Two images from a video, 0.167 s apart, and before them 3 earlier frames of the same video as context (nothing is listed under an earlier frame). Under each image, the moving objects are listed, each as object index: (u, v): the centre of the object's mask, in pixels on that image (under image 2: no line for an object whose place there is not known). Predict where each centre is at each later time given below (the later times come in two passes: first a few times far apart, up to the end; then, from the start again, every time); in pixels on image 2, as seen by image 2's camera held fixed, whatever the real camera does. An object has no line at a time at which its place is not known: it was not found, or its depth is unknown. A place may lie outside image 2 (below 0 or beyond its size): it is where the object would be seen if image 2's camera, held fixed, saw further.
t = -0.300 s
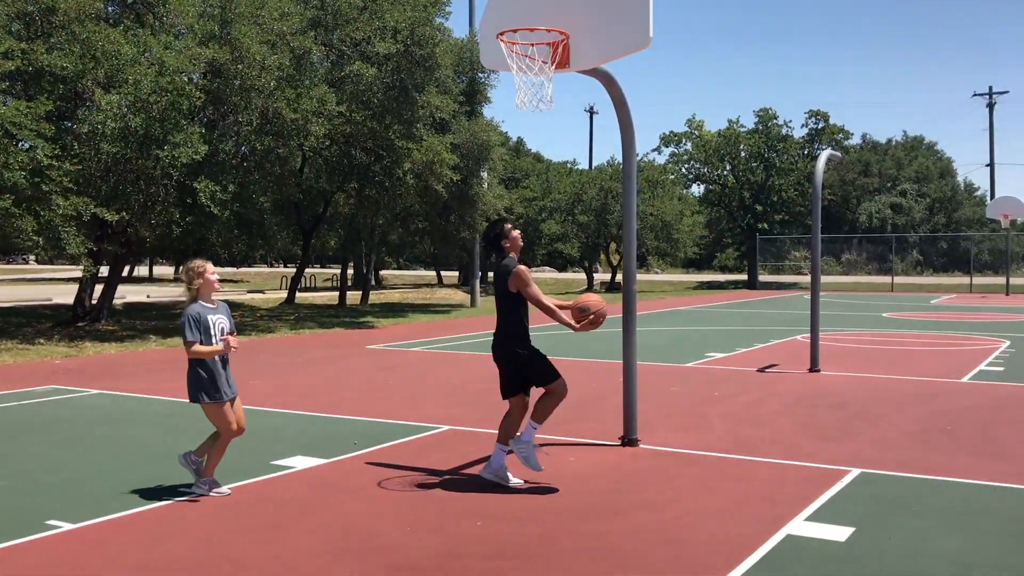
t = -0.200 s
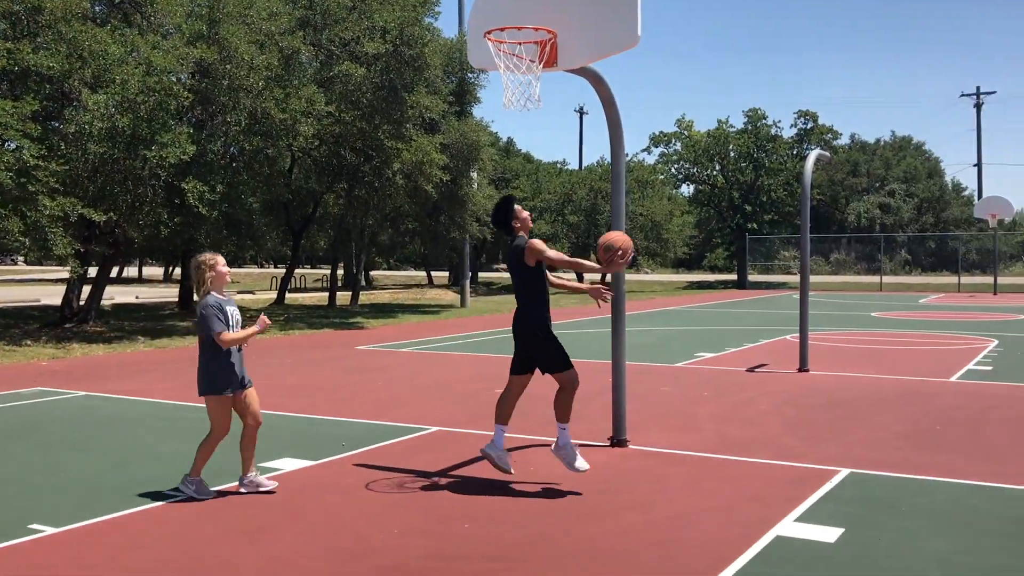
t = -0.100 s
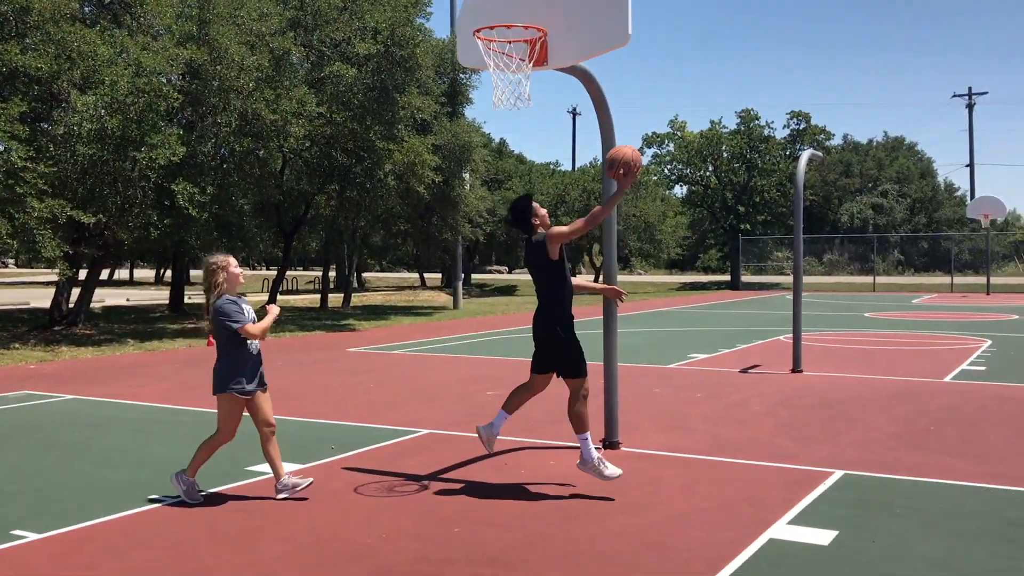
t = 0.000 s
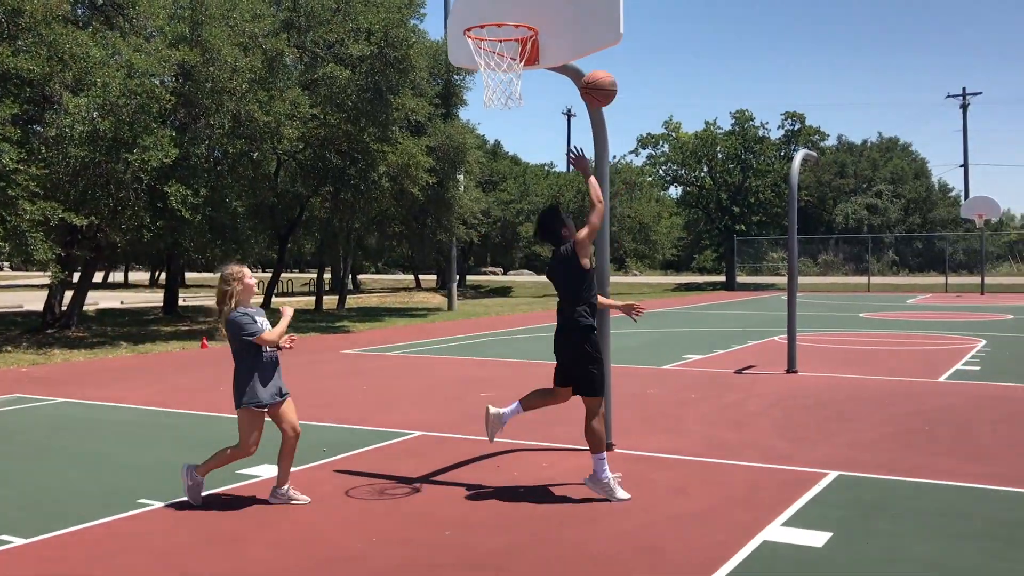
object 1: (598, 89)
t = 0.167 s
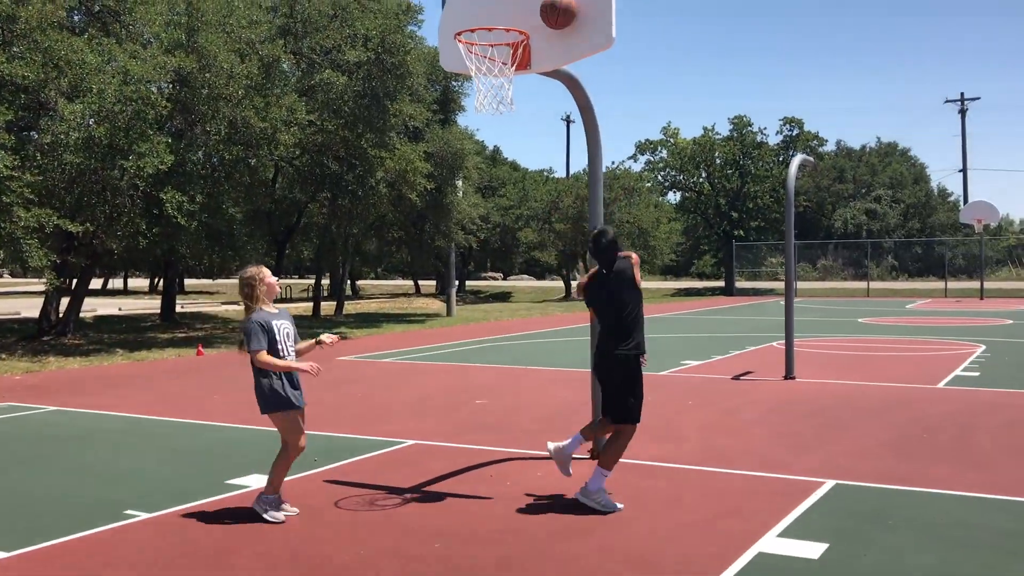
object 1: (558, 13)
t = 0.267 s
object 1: (530, 4)
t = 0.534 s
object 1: (457, 17)
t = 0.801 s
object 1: (433, 20)
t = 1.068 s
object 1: (413, 120)
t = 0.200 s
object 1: (548, 9)
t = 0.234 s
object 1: (539, 6)
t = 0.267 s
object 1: (530, 4)
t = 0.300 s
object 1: (520, 1)
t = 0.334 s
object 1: (511, 0)
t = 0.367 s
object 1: (501, -1)
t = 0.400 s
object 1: (492, -1)
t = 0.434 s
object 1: (484, 1)
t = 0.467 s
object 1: (475, 5)
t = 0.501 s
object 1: (466, 10)
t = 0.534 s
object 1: (457, 17)
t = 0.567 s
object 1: (453, 17)
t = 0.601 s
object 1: (451, 14)
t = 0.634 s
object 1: (447, 10)
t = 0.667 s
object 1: (444, 9)
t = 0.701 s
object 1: (441, 9)
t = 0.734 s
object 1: (438, 12)
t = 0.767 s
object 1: (436, 15)
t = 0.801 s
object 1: (433, 20)
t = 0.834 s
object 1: (430, 26)
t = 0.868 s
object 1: (427, 34)
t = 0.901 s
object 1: (424, 44)
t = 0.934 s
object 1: (422, 56)
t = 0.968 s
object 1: (420, 69)
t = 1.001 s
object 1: (417, 84)
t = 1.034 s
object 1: (415, 100)
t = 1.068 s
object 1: (413, 120)
